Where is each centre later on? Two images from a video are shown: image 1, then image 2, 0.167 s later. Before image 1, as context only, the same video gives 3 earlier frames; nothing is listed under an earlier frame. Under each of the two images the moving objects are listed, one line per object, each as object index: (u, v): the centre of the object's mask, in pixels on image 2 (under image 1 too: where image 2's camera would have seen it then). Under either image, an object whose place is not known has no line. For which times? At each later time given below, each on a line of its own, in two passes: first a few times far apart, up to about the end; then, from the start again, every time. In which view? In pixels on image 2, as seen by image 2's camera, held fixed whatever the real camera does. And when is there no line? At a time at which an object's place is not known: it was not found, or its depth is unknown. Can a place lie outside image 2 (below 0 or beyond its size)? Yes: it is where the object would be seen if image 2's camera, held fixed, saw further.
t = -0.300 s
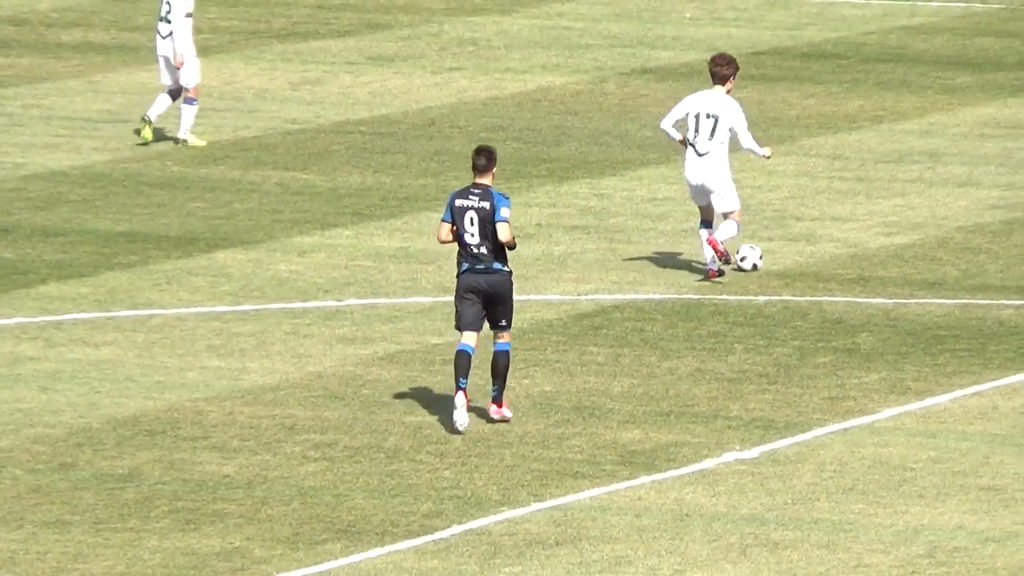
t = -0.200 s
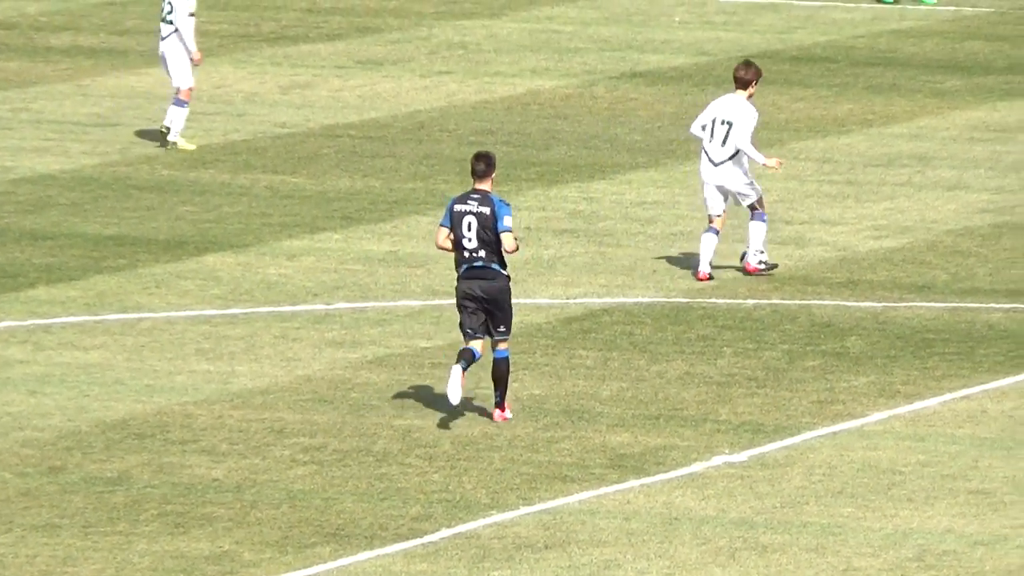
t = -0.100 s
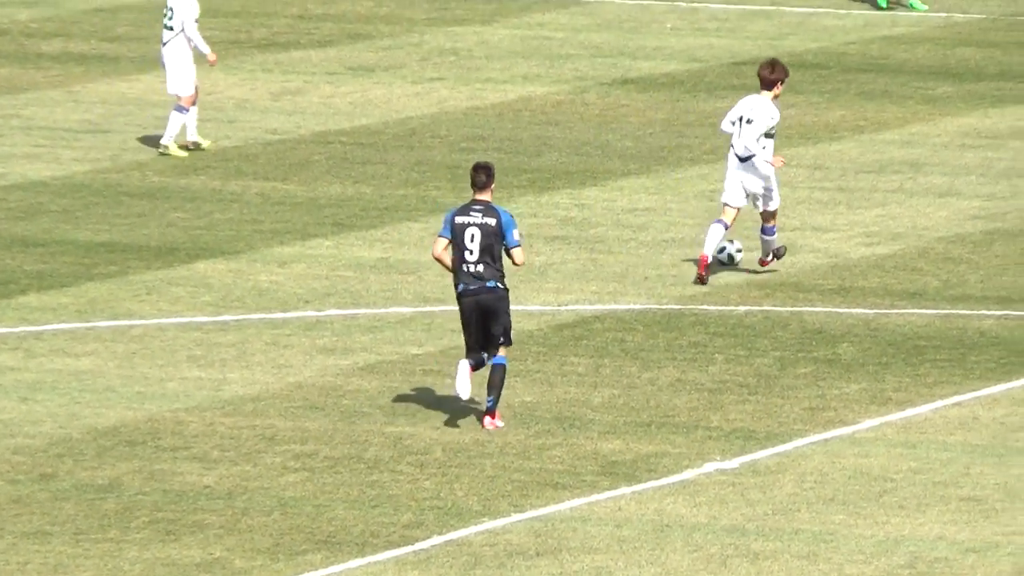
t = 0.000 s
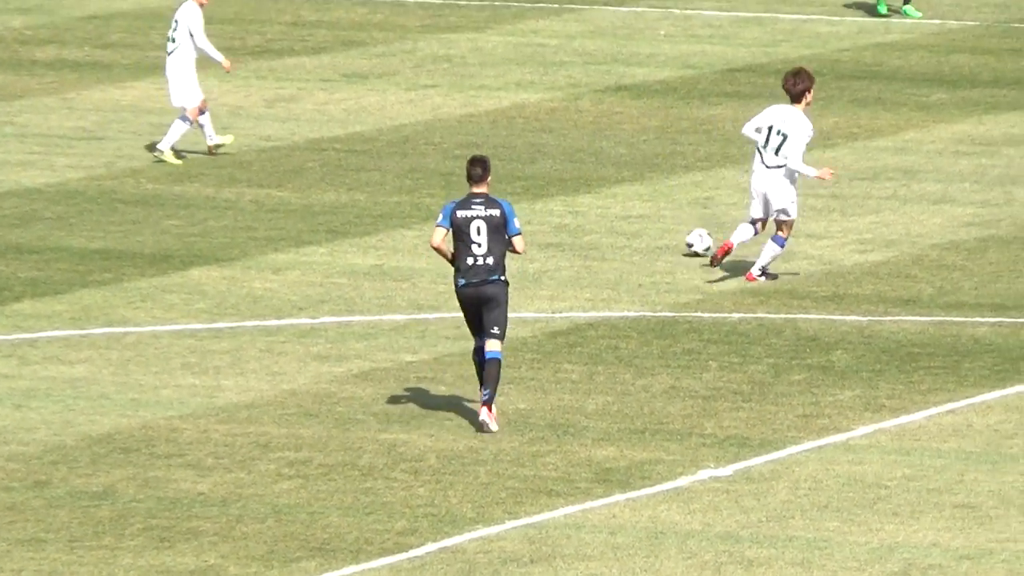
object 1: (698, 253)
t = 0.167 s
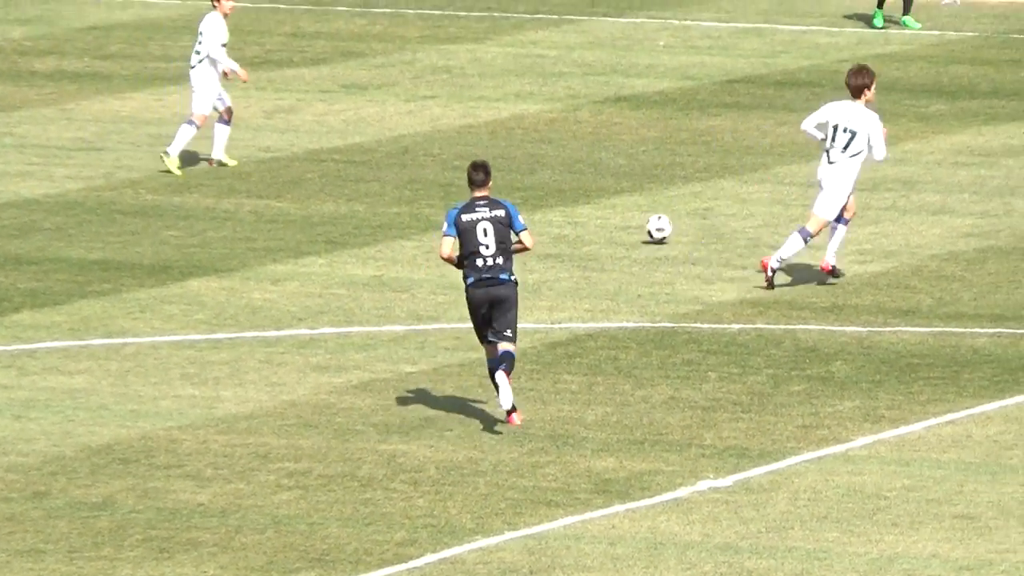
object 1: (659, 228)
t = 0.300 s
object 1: (626, 215)
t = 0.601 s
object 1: (564, 182)
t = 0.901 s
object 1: (515, 168)
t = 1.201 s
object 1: (468, 151)
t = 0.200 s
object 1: (651, 224)
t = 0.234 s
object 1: (643, 221)
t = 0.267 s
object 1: (634, 220)
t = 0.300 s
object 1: (626, 215)
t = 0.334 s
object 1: (619, 209)
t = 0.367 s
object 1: (612, 204)
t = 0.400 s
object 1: (604, 201)
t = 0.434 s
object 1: (596, 199)
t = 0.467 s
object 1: (589, 199)
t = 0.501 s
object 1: (582, 194)
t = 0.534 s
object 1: (576, 189)
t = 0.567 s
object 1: (570, 186)
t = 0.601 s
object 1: (564, 182)
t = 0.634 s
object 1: (558, 182)
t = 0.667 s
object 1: (551, 182)
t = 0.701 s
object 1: (546, 178)
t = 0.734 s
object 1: (540, 176)
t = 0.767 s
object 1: (535, 174)
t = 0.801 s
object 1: (530, 173)
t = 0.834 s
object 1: (524, 171)
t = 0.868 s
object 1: (519, 168)
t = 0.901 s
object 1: (515, 168)
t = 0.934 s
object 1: (509, 165)
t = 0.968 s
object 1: (504, 162)
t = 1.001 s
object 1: (499, 161)
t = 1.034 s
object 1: (494, 160)
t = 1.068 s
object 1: (489, 158)
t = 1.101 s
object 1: (483, 157)
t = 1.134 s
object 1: (478, 155)
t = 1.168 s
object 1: (473, 153)
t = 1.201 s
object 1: (468, 151)
